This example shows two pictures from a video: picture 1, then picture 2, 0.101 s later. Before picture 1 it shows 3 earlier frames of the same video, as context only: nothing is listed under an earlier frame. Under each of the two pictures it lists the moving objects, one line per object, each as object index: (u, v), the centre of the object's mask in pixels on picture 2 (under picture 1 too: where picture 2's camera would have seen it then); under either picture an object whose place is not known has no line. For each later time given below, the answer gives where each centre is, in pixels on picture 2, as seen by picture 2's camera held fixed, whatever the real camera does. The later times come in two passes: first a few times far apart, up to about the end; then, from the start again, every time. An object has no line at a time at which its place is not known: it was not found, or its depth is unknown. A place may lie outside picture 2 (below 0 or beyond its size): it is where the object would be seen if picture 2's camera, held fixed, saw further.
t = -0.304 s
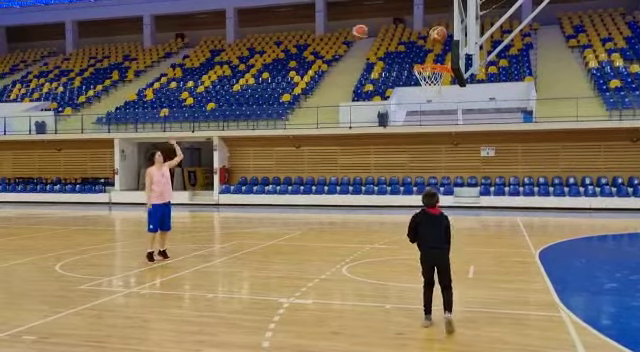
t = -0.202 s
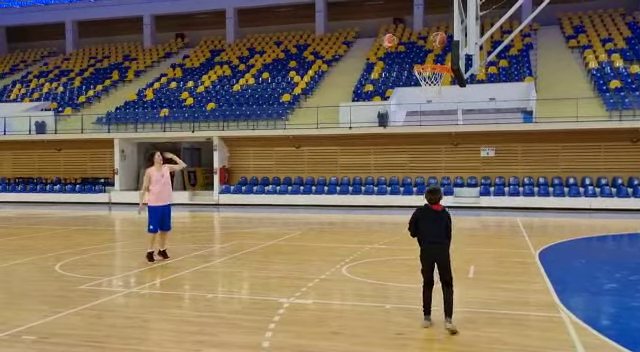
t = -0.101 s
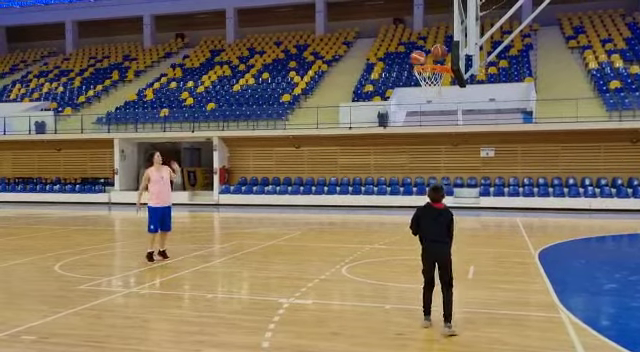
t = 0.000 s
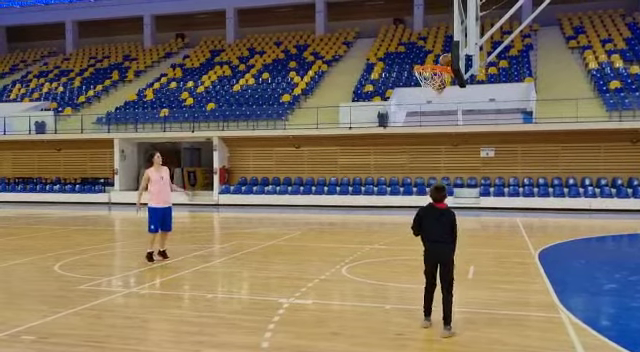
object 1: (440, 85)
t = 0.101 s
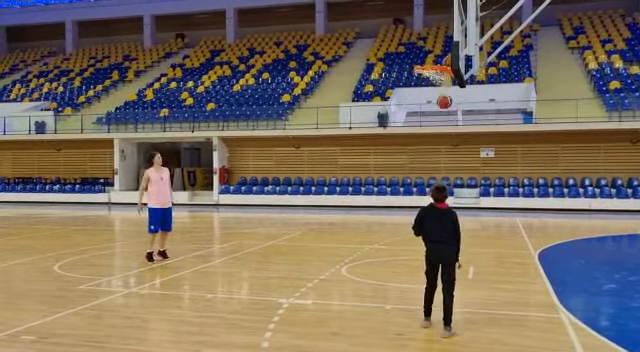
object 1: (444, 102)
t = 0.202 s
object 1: (450, 123)
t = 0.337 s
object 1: (457, 161)
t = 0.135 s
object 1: (445, 108)
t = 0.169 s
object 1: (448, 115)
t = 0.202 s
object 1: (450, 123)
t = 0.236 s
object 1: (451, 131)
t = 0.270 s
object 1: (452, 139)
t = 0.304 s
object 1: (455, 151)
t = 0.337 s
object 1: (457, 161)
